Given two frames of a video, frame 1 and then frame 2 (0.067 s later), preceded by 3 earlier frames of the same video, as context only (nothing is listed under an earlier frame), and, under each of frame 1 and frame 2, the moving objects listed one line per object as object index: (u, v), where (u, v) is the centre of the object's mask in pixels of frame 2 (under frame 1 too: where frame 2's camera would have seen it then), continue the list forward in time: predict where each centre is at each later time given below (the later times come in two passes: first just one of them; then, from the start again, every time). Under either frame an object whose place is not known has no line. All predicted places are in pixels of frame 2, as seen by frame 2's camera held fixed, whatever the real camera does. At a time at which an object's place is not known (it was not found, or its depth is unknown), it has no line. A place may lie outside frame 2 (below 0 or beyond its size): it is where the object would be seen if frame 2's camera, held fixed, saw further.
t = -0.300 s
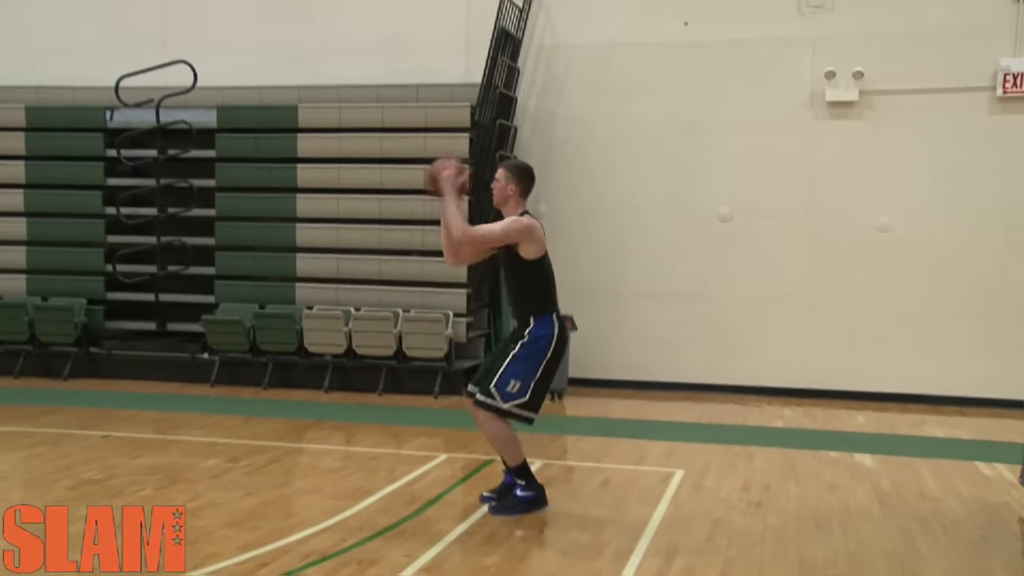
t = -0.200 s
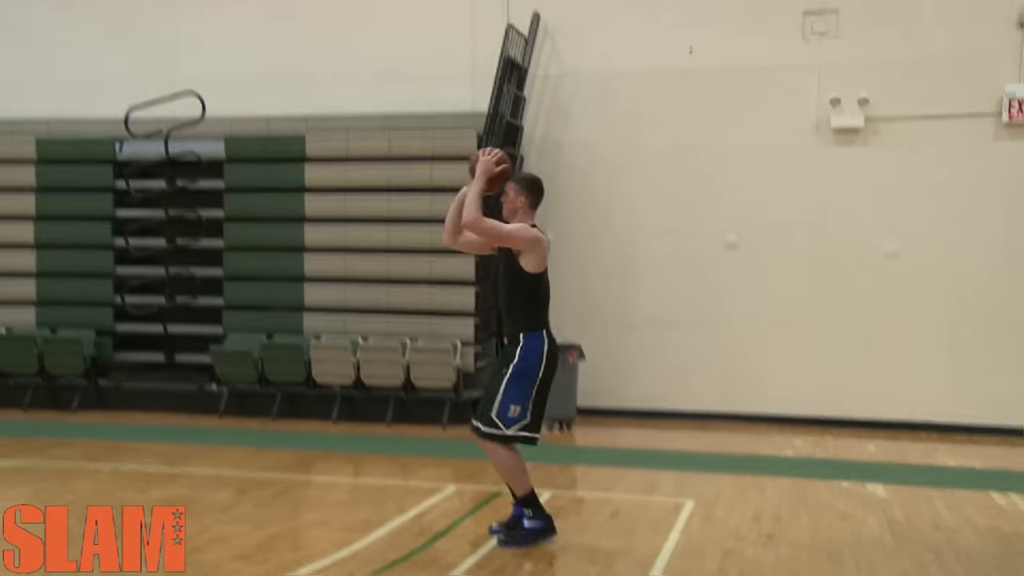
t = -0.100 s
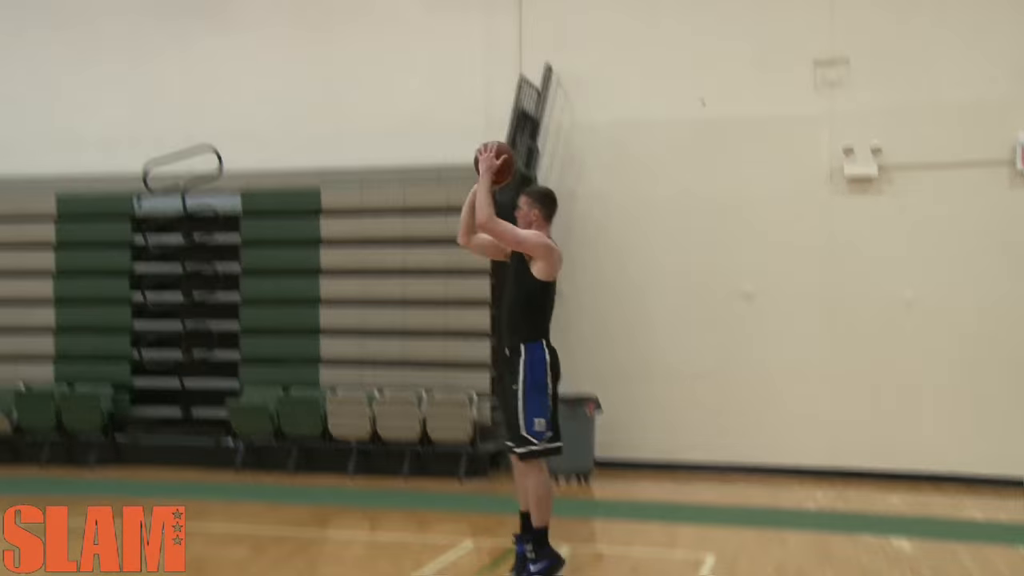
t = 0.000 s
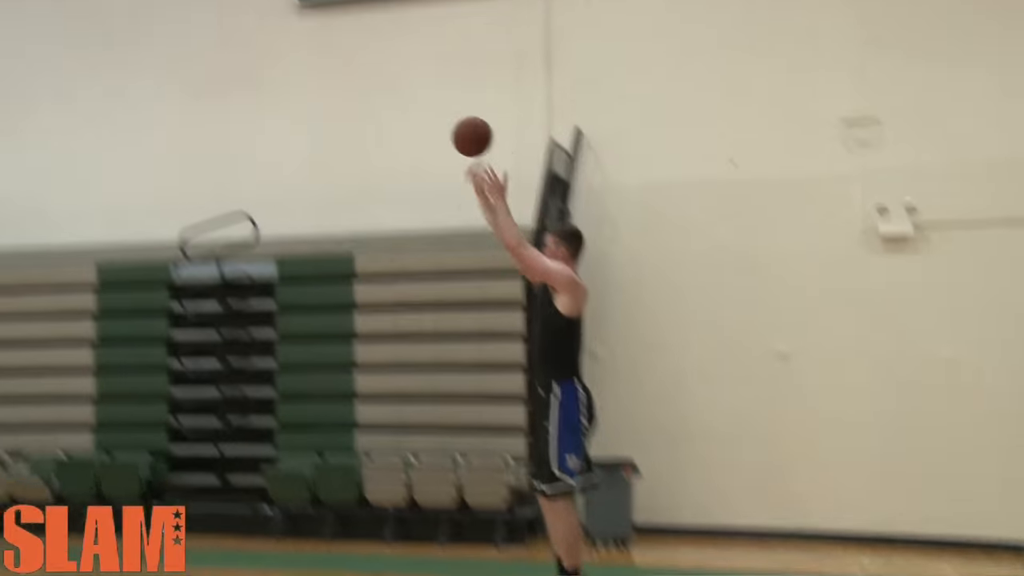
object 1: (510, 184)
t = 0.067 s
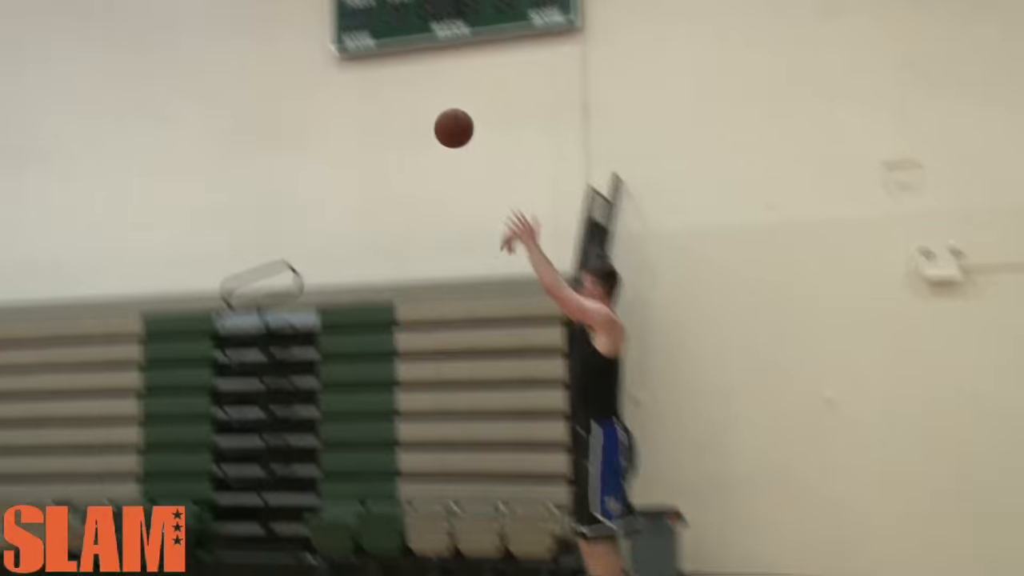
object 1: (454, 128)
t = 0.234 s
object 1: (320, 25)
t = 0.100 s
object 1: (426, 103)
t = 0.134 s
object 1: (399, 81)
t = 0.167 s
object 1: (372, 61)
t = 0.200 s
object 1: (346, 42)
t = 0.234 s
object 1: (320, 25)
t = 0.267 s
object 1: (295, 10)
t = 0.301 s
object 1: (270, -3)
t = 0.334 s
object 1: (245, -15)
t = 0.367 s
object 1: (221, -24)
